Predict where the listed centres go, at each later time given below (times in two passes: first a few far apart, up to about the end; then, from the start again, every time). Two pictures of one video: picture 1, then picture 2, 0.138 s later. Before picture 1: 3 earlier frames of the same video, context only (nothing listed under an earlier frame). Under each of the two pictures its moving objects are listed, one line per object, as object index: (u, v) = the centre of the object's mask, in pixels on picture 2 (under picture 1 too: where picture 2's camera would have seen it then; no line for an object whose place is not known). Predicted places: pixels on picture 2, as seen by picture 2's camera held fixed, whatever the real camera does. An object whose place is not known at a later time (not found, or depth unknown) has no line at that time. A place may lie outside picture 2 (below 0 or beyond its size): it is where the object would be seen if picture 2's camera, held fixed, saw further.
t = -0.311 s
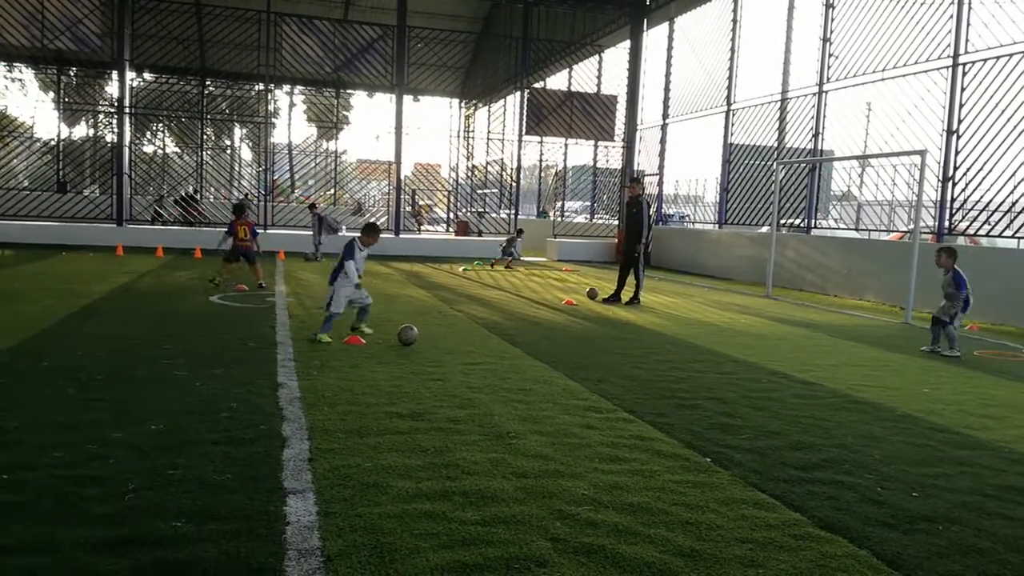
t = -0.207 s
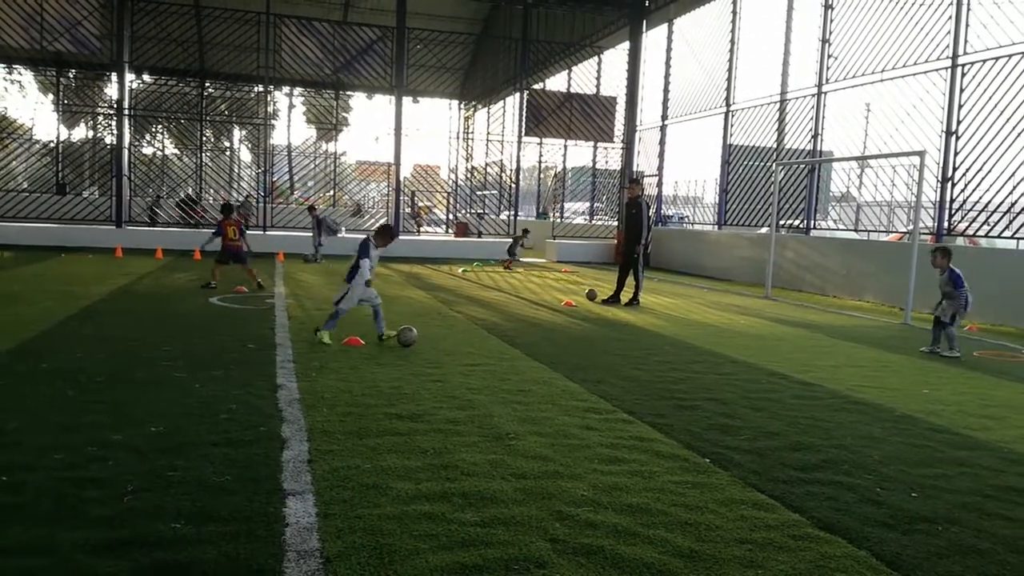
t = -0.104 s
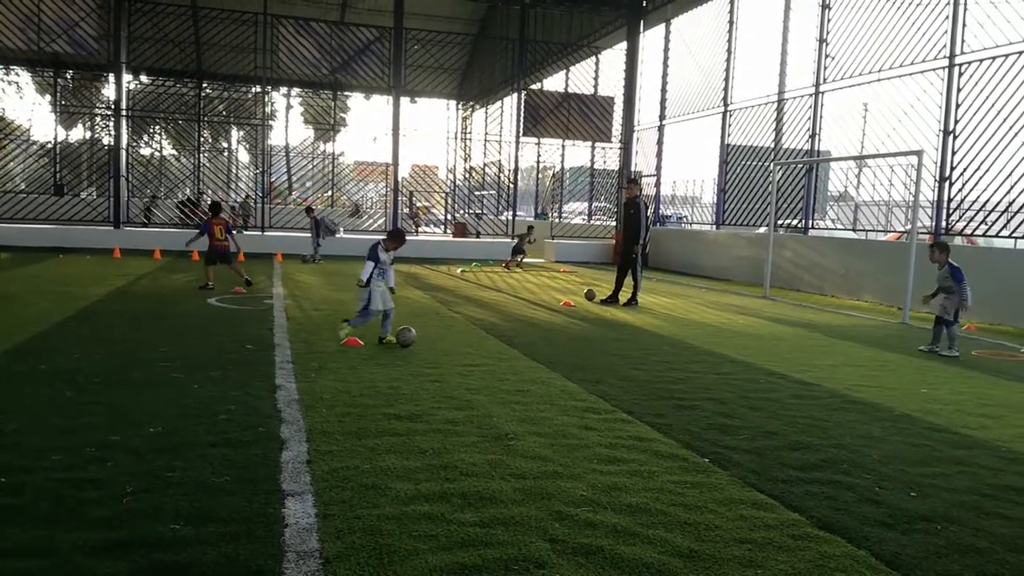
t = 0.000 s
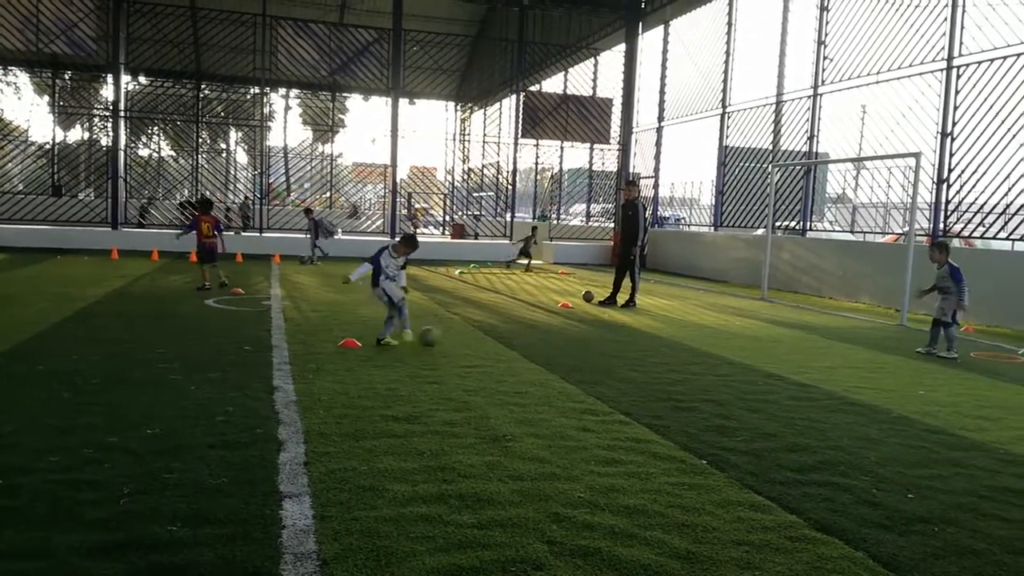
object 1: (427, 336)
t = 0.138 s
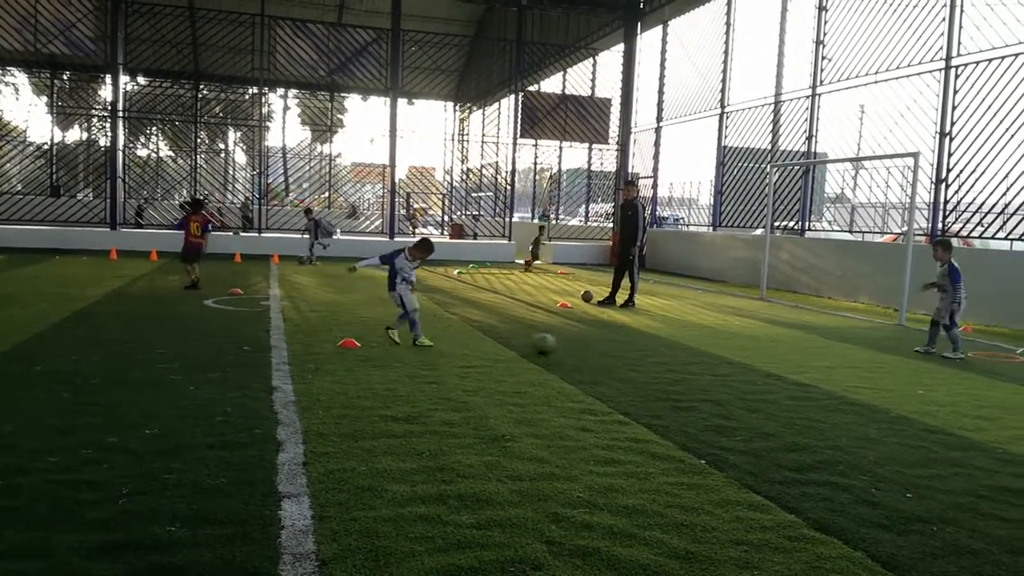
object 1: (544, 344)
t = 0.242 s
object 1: (617, 346)
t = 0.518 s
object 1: (776, 352)
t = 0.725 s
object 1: (871, 357)
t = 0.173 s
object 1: (569, 344)
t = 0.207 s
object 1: (593, 344)
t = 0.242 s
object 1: (617, 346)
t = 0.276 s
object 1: (641, 348)
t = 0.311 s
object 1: (662, 348)
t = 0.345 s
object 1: (682, 349)
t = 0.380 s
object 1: (705, 351)
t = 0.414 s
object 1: (723, 350)
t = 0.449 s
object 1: (741, 350)
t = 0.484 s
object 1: (760, 353)
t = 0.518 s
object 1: (776, 352)
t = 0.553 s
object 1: (793, 351)
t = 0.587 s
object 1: (809, 352)
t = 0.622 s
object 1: (825, 354)
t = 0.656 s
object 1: (840, 356)
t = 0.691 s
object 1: (856, 356)
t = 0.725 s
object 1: (871, 357)
